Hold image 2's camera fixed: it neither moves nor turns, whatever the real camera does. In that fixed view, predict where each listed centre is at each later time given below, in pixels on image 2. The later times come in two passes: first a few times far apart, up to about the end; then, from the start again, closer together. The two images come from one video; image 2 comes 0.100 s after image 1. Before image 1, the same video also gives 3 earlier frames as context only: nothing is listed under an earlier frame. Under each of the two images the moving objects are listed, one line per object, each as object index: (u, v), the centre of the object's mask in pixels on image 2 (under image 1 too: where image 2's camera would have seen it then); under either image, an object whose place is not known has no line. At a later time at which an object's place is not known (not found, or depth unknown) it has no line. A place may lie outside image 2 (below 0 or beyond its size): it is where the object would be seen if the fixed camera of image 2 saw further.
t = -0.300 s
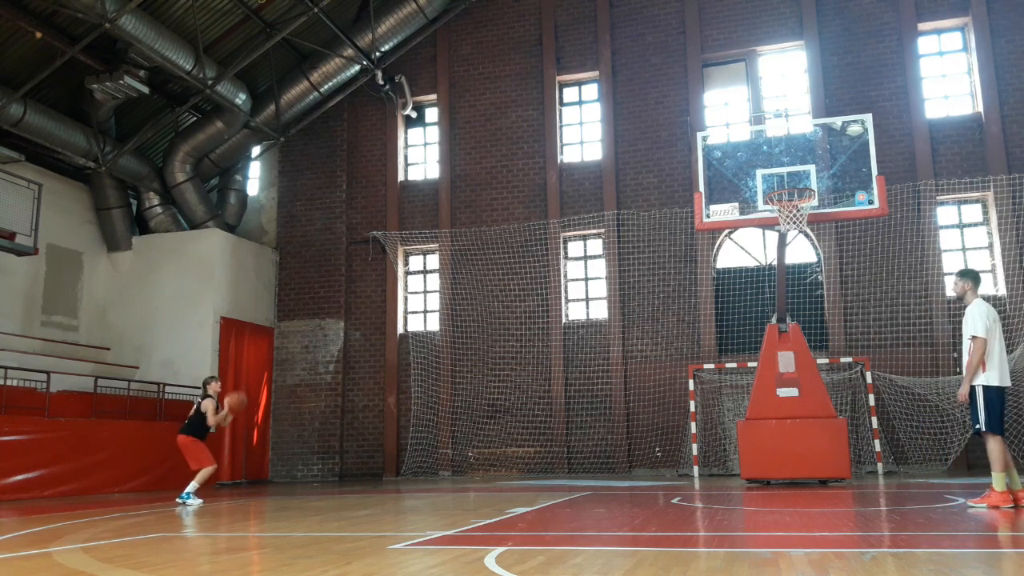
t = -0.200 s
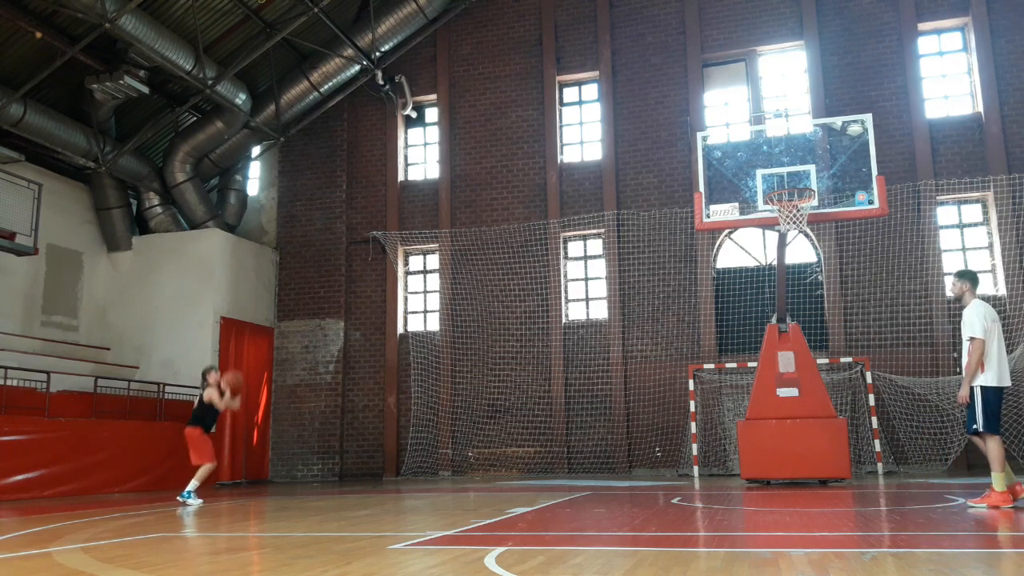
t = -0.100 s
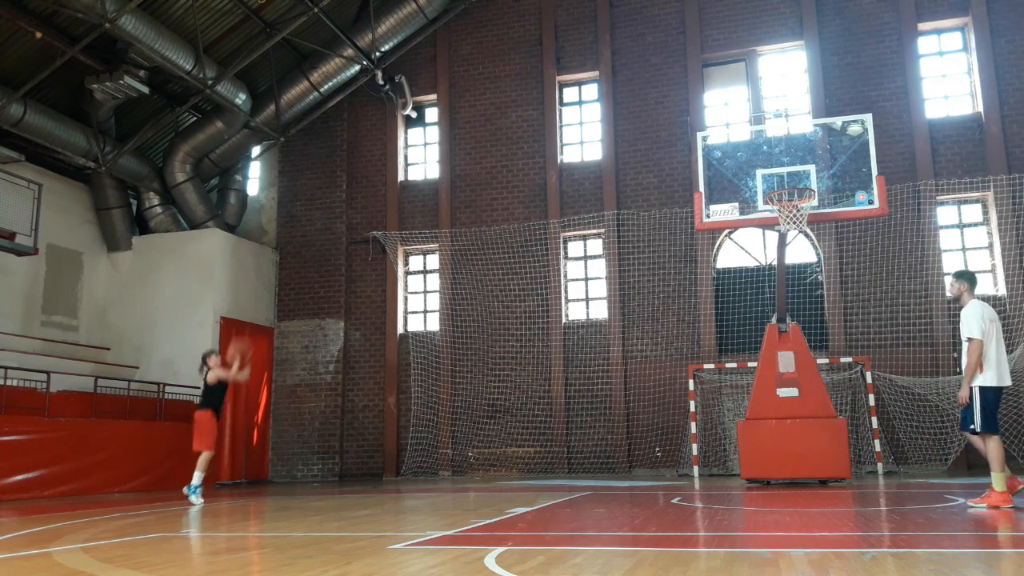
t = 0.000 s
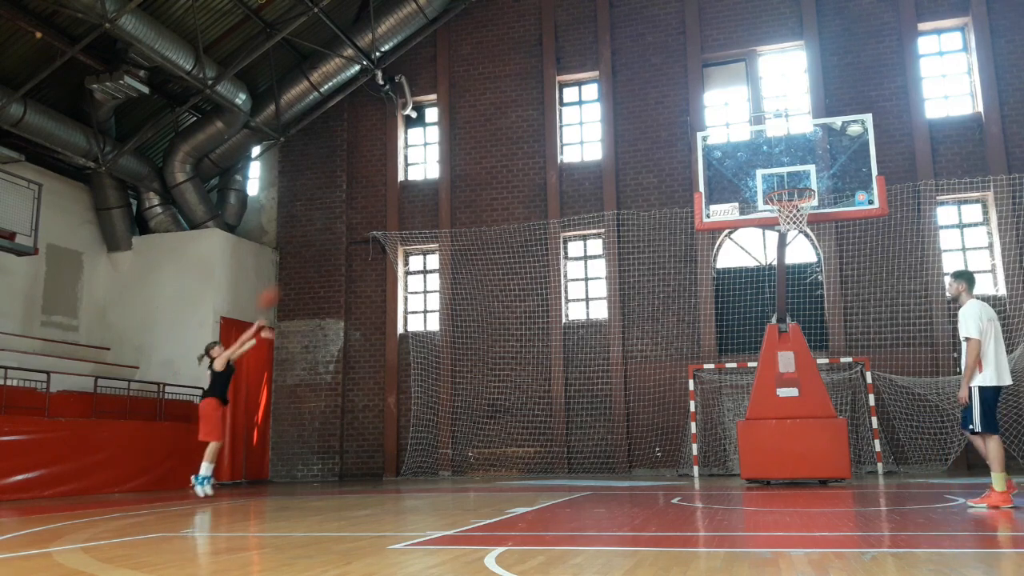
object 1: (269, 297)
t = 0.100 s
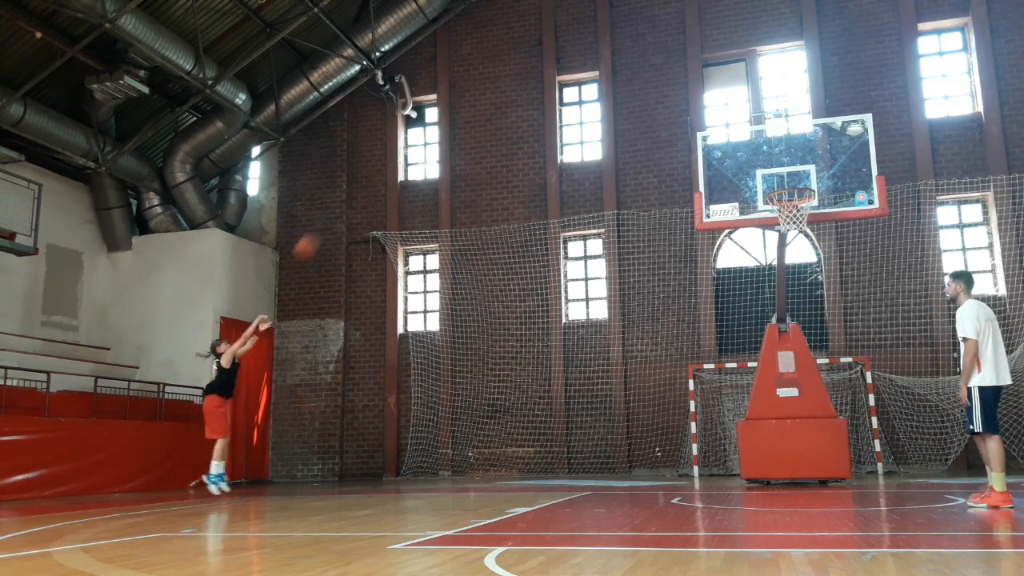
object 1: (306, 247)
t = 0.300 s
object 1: (380, 167)
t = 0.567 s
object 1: (482, 102)
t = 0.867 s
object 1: (607, 88)
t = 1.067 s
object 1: (693, 121)
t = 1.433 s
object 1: (778, 274)
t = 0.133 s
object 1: (318, 232)
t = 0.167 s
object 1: (332, 217)
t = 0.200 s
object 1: (343, 204)
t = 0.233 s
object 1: (356, 191)
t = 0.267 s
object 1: (369, 179)
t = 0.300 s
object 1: (380, 167)
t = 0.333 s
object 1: (391, 157)
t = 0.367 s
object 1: (404, 146)
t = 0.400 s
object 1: (419, 136)
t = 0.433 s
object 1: (431, 127)
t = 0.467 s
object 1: (446, 119)
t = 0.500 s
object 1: (457, 113)
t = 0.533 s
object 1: (470, 108)
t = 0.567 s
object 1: (482, 102)
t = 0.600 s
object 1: (496, 97)
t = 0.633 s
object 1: (509, 94)
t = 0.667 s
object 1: (522, 90)
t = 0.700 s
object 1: (534, 88)
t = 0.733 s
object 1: (546, 86)
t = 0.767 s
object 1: (561, 85)
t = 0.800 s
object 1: (576, 84)
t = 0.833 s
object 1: (591, 86)
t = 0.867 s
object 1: (607, 88)
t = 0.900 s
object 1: (619, 93)
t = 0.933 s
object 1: (634, 96)
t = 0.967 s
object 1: (649, 101)
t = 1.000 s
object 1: (664, 107)
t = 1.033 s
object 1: (680, 114)
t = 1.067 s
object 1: (693, 121)
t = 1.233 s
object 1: (783, 180)
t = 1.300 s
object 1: (800, 203)
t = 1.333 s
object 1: (798, 218)
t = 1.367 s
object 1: (786, 239)
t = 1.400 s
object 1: (782, 254)
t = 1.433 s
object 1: (778, 274)
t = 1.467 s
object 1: (773, 292)
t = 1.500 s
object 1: (767, 310)
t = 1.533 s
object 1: (761, 329)
